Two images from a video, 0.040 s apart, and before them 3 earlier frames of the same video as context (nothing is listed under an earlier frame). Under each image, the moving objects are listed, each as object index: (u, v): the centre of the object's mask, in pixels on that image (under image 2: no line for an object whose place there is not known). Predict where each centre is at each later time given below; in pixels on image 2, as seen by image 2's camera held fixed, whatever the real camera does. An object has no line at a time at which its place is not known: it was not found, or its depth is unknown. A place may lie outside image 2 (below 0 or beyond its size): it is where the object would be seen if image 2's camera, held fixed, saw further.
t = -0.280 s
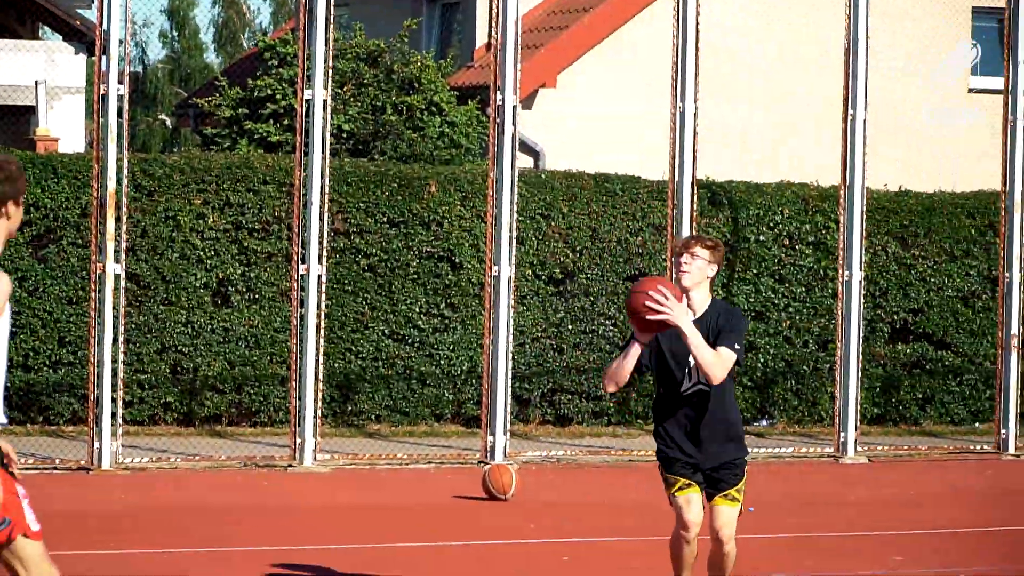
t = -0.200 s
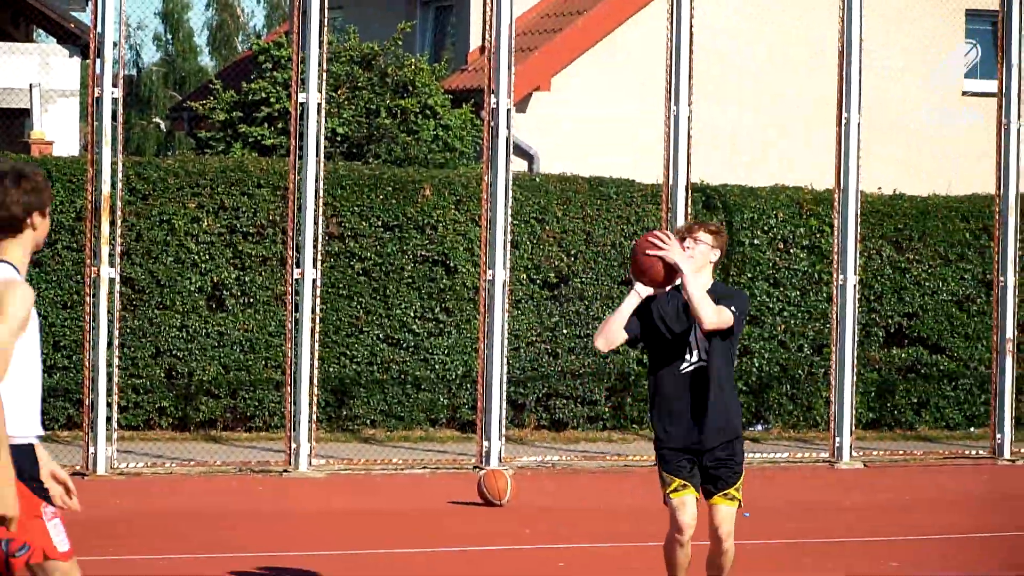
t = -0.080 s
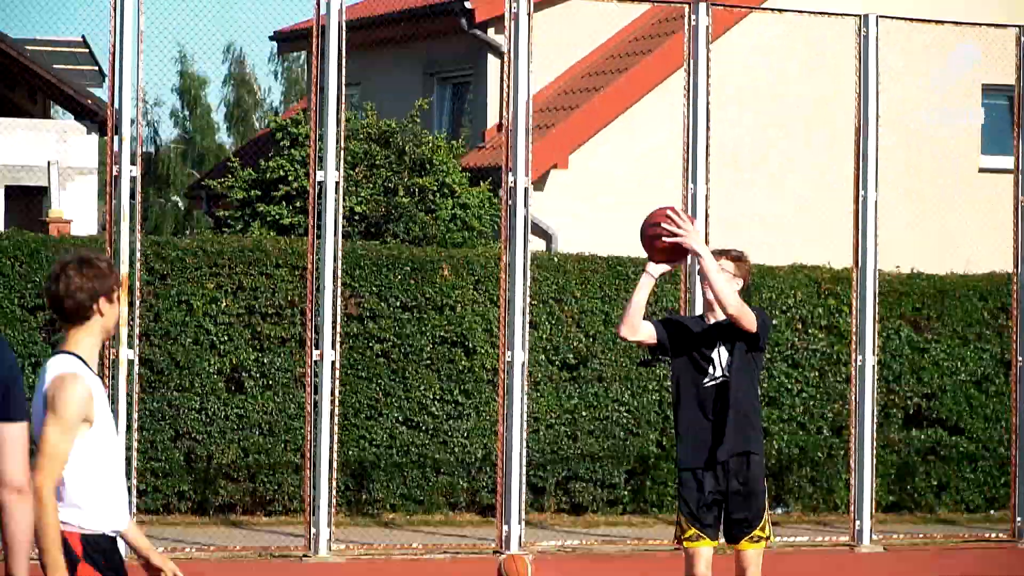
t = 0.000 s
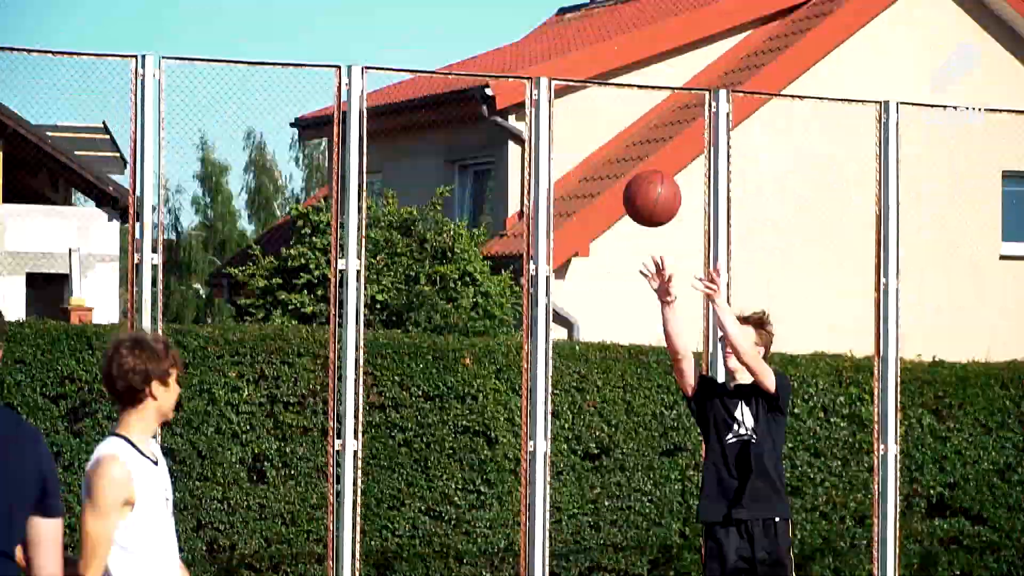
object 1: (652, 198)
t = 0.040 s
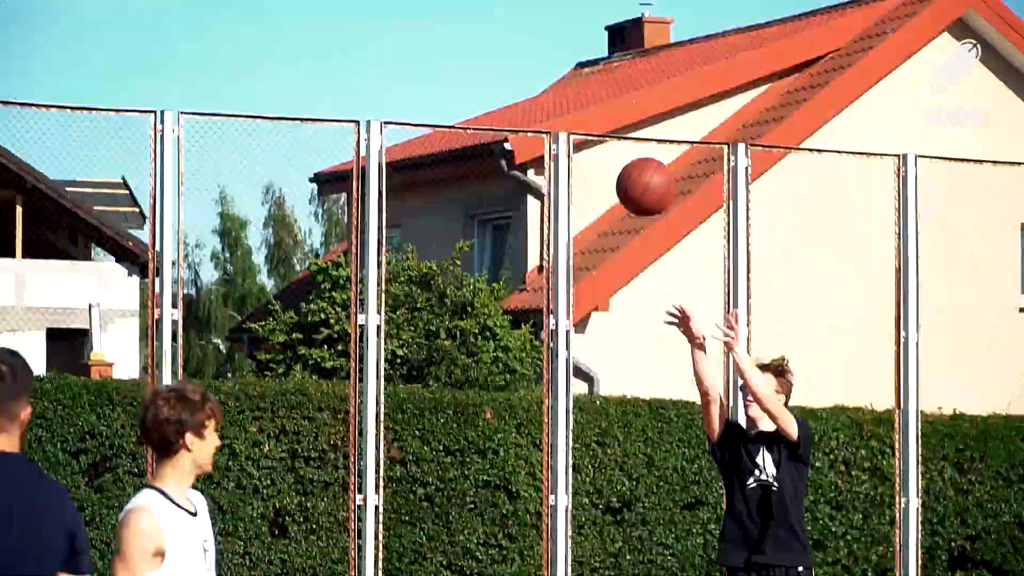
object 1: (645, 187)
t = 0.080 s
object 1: (619, 124)
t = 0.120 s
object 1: (592, 63)
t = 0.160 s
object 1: (563, 3)
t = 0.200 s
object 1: (533, -56)
